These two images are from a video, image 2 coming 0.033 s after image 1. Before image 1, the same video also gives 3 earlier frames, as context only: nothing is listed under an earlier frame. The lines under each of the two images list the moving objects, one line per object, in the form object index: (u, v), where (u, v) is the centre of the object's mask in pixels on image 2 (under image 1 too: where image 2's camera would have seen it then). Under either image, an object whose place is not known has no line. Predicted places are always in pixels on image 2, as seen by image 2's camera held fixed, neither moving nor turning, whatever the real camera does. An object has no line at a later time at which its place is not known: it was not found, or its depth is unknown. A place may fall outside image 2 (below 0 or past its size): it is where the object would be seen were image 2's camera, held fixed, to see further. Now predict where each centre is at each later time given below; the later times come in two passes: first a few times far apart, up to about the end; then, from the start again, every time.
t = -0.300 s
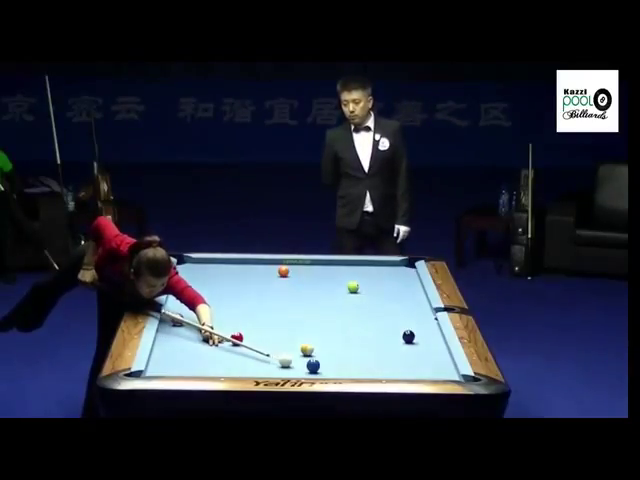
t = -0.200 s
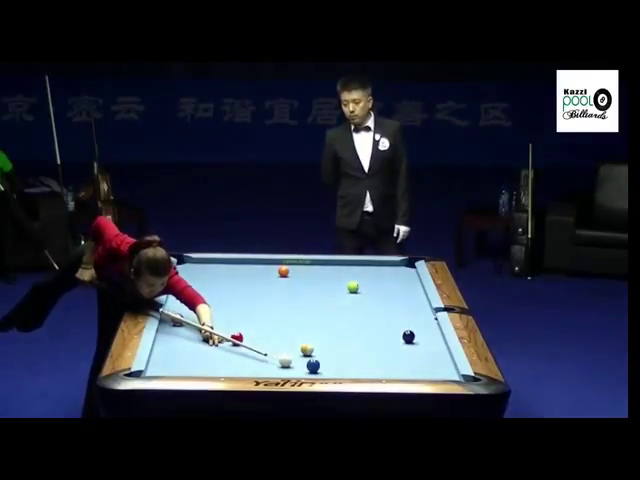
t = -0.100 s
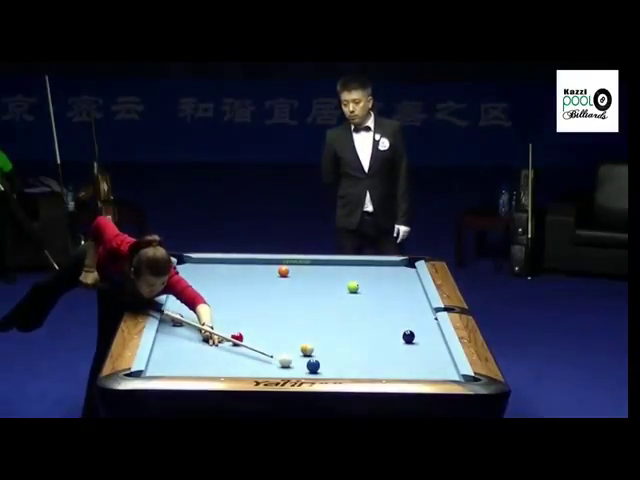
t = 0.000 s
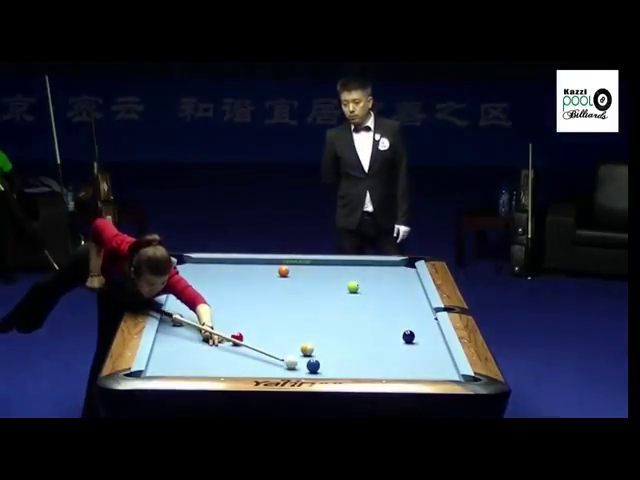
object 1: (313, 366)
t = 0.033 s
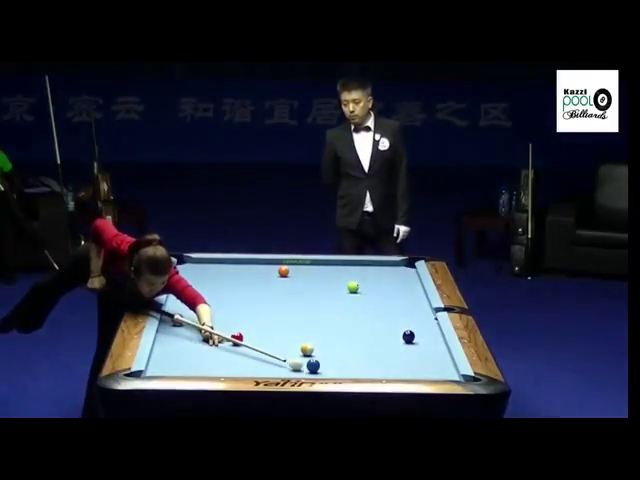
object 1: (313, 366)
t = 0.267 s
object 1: (339, 369)
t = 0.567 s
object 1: (371, 370)
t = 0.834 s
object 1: (399, 373)
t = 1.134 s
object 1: (429, 375)
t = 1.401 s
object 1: (455, 376)
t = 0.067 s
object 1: (314, 366)
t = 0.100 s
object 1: (319, 366)
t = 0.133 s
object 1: (324, 367)
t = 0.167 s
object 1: (327, 367)
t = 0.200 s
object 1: (331, 368)
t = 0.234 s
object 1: (335, 368)
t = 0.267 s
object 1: (339, 369)
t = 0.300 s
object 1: (342, 369)
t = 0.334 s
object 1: (346, 369)
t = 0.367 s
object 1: (350, 369)
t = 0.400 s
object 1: (353, 369)
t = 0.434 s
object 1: (357, 370)
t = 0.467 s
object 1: (360, 370)
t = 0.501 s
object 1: (364, 370)
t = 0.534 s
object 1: (368, 370)
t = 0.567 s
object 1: (371, 370)
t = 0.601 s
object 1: (375, 371)
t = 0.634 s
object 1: (379, 372)
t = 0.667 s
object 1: (382, 372)
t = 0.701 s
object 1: (385, 372)
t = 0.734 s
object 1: (389, 372)
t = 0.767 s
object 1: (392, 372)
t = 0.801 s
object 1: (395, 372)
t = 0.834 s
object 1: (399, 373)
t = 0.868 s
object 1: (402, 373)
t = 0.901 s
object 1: (406, 373)
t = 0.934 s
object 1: (409, 373)
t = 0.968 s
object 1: (412, 373)
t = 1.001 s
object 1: (416, 374)
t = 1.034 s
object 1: (420, 374)
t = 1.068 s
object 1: (423, 374)
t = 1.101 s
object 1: (426, 374)
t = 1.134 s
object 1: (429, 375)
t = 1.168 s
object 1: (432, 375)
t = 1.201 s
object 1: (435, 375)
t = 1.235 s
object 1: (439, 375)
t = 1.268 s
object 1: (442, 375)
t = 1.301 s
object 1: (445, 375)
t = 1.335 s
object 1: (448, 375)
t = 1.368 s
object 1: (451, 376)
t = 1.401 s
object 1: (455, 376)
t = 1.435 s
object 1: (458, 377)
